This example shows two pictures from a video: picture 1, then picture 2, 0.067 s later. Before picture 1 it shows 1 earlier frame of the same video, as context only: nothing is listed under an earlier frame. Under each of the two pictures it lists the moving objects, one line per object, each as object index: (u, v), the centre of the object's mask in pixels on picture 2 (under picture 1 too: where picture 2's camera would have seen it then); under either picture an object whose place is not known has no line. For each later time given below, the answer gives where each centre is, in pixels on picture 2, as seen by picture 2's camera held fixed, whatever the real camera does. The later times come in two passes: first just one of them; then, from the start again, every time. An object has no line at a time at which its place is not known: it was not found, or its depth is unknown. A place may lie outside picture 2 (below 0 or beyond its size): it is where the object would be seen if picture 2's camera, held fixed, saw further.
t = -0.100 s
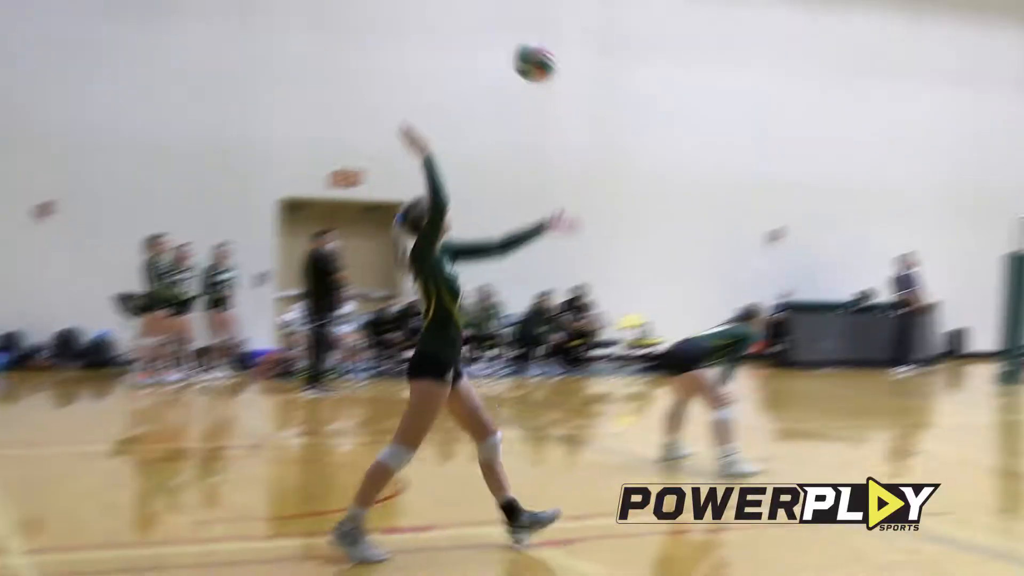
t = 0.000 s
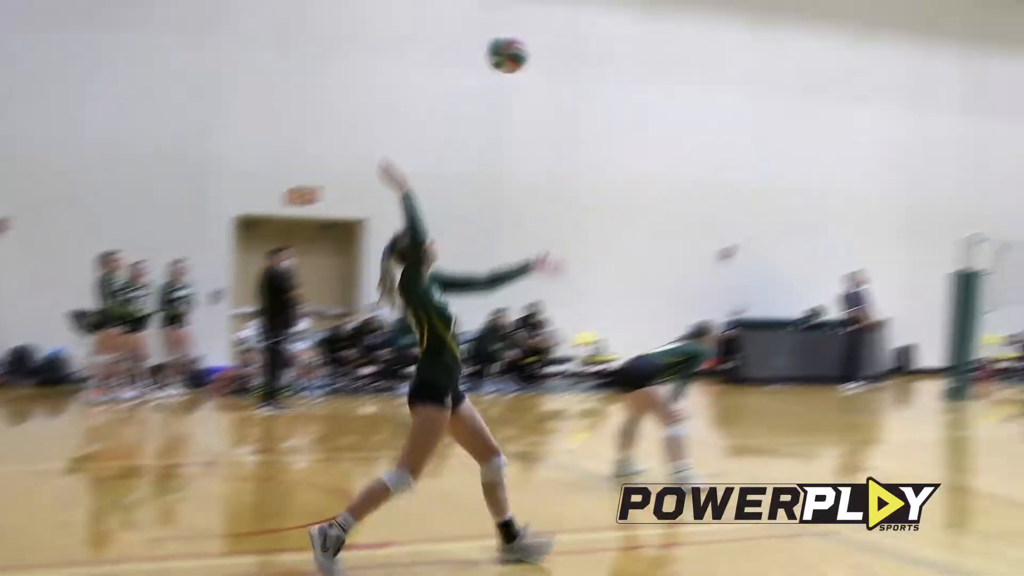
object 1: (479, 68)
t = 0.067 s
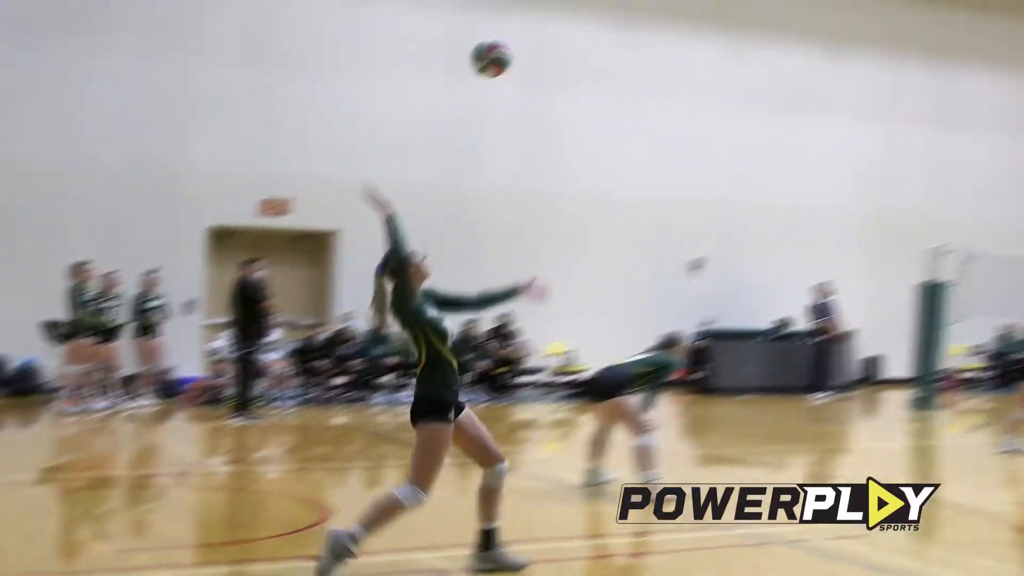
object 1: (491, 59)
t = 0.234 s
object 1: (517, 70)
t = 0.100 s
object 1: (496, 57)
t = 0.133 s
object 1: (501, 57)
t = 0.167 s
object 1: (507, 60)
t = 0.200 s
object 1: (512, 64)
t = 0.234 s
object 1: (517, 70)
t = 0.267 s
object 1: (523, 77)
